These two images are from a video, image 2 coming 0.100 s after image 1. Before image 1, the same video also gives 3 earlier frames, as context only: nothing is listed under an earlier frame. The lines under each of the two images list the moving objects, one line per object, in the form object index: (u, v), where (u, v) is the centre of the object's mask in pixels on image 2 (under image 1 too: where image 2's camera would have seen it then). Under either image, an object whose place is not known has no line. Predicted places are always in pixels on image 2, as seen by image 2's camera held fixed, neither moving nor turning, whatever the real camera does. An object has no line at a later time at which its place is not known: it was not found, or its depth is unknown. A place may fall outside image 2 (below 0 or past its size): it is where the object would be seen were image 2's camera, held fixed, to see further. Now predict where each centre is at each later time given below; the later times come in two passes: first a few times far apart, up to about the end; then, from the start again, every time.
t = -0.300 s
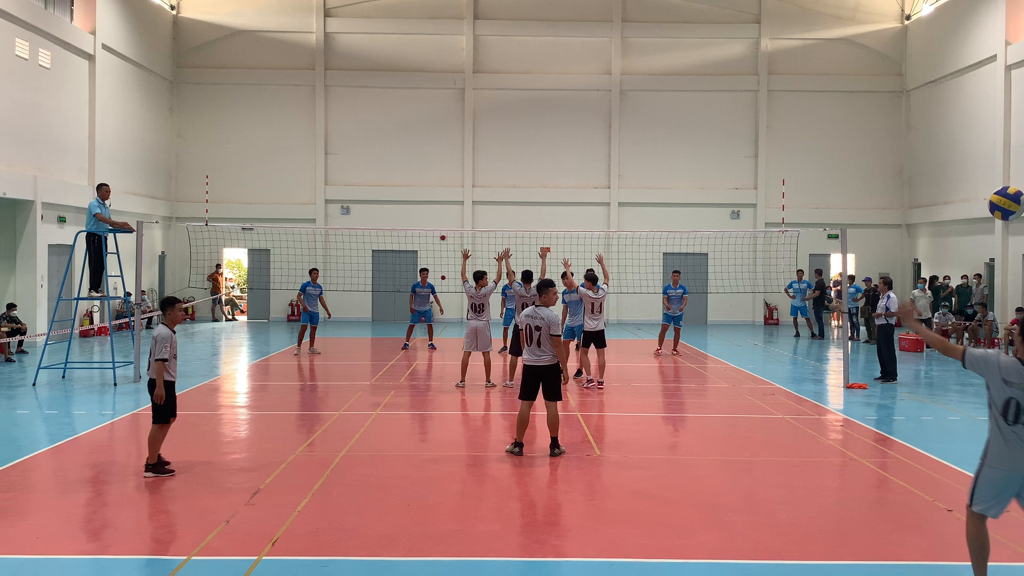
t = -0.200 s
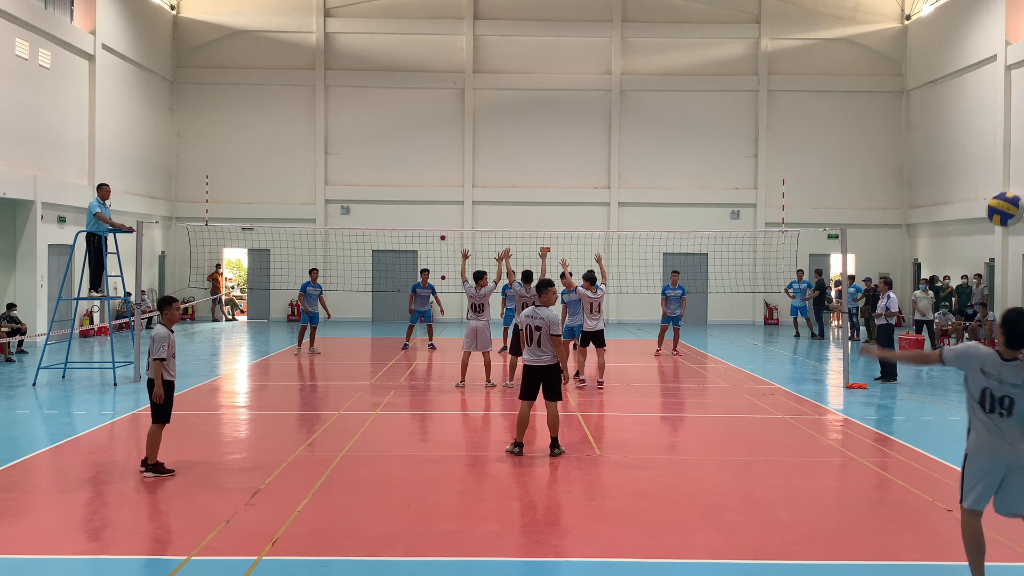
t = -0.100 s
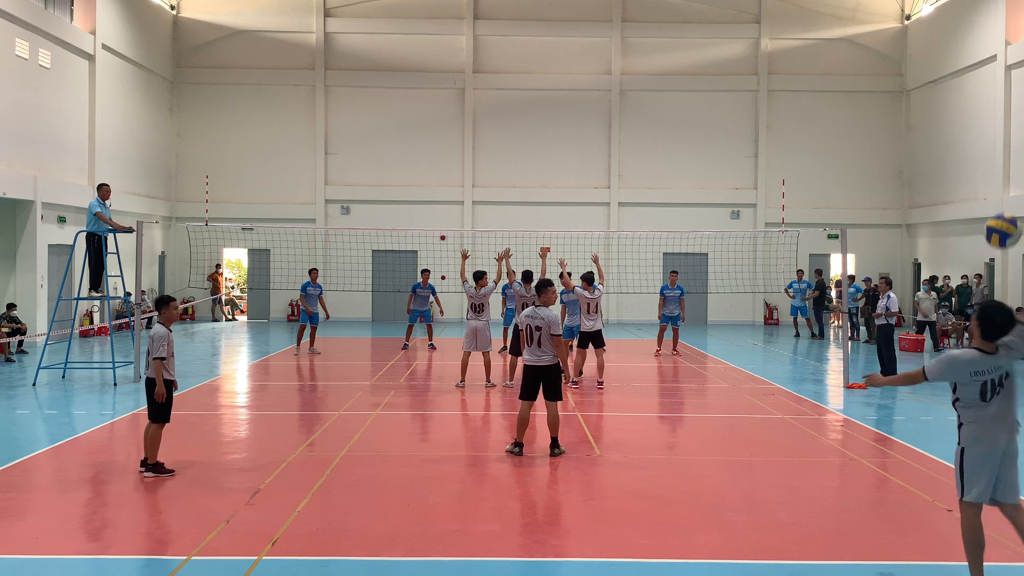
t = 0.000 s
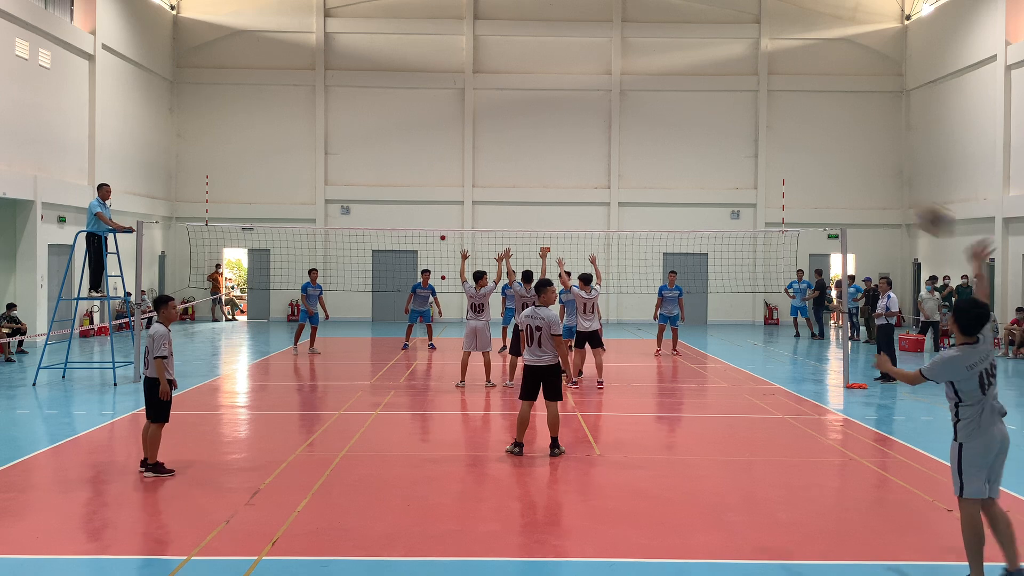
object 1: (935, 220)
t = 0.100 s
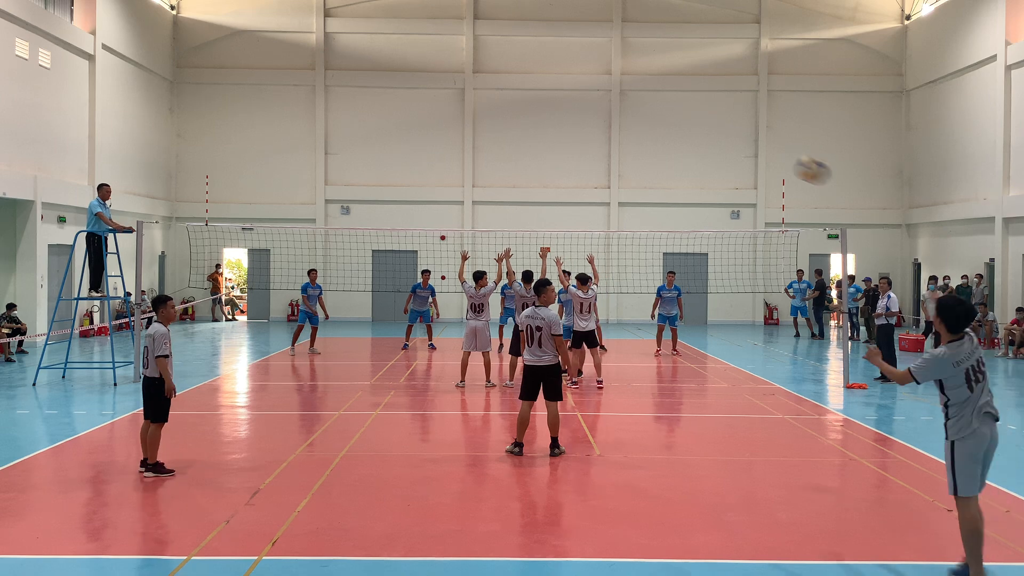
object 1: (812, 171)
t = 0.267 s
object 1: (686, 135)
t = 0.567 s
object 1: (556, 144)
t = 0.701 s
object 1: (521, 163)
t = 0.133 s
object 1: (781, 160)
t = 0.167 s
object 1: (753, 151)
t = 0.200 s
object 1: (728, 145)
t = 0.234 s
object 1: (705, 139)
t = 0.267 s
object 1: (686, 135)
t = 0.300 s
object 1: (666, 133)
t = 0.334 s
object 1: (648, 131)
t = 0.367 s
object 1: (631, 130)
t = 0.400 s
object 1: (616, 131)
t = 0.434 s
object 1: (602, 132)
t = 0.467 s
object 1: (590, 134)
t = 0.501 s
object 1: (578, 136)
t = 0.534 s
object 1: (567, 140)
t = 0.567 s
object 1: (556, 144)
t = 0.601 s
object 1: (547, 148)
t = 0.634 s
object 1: (537, 153)
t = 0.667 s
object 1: (529, 158)
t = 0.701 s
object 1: (521, 163)
